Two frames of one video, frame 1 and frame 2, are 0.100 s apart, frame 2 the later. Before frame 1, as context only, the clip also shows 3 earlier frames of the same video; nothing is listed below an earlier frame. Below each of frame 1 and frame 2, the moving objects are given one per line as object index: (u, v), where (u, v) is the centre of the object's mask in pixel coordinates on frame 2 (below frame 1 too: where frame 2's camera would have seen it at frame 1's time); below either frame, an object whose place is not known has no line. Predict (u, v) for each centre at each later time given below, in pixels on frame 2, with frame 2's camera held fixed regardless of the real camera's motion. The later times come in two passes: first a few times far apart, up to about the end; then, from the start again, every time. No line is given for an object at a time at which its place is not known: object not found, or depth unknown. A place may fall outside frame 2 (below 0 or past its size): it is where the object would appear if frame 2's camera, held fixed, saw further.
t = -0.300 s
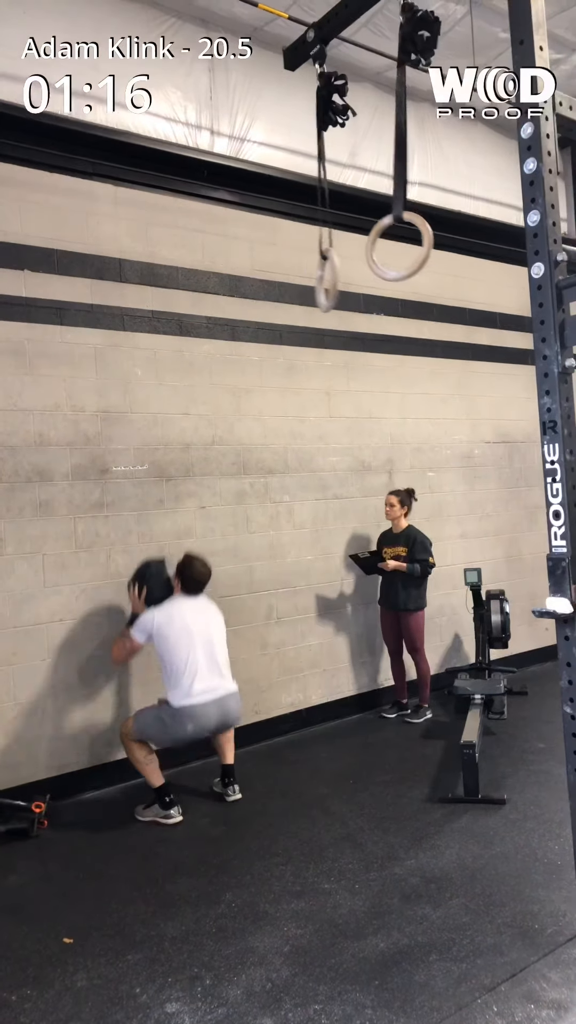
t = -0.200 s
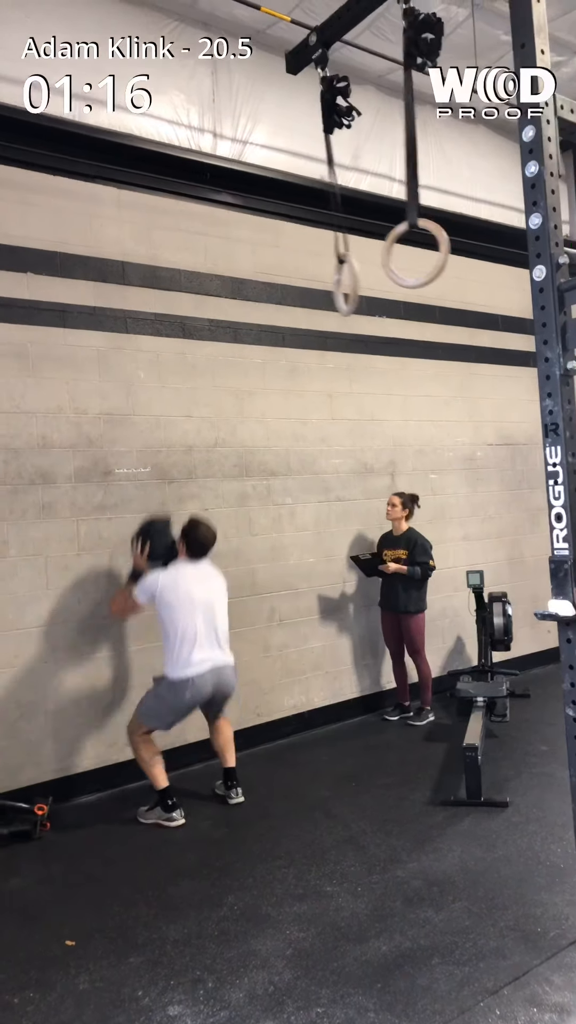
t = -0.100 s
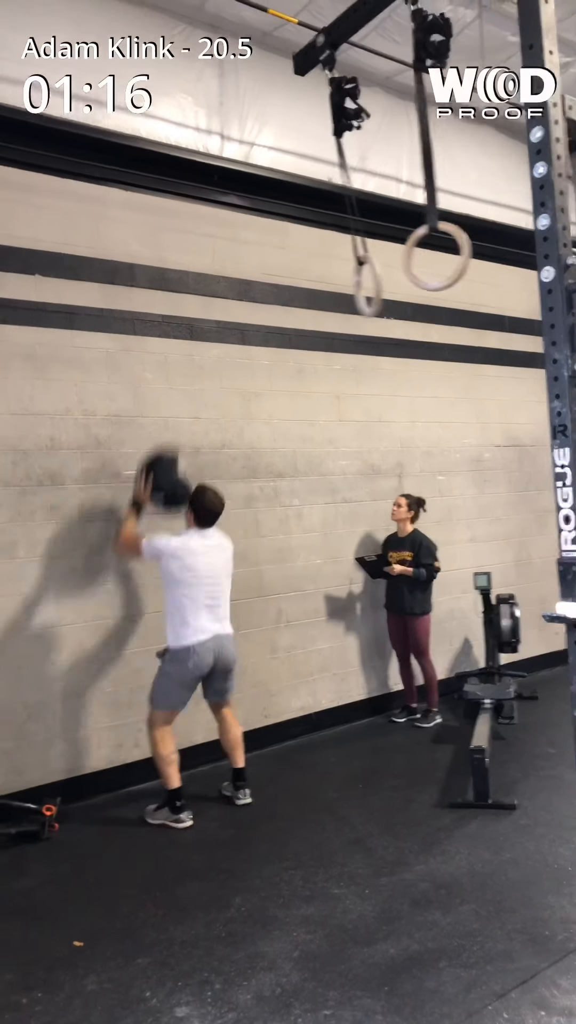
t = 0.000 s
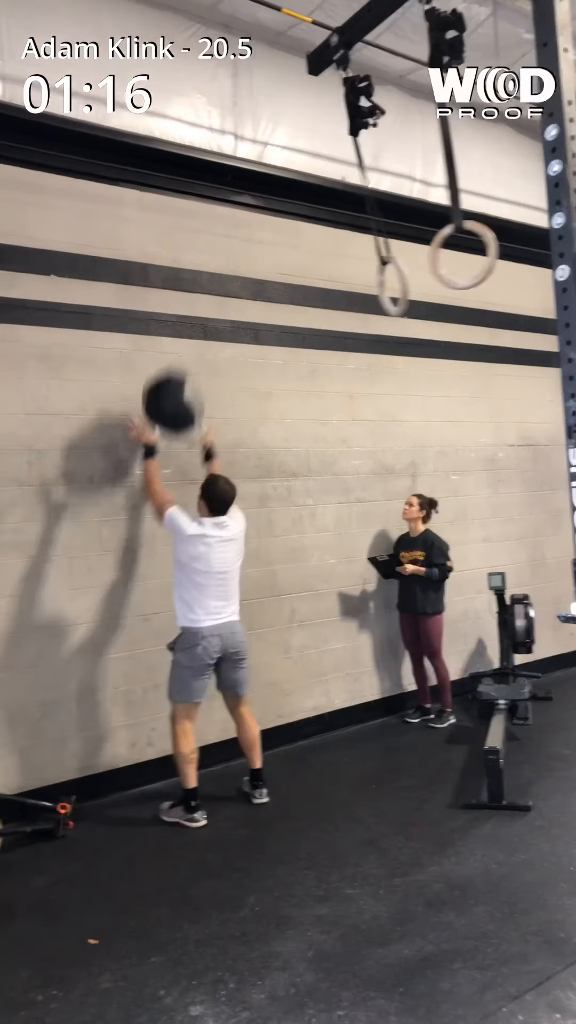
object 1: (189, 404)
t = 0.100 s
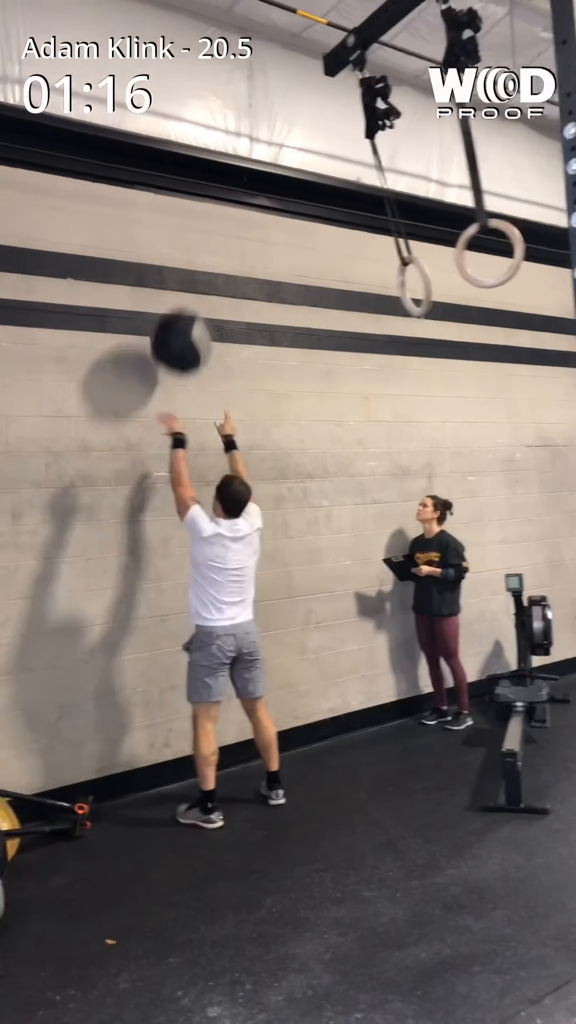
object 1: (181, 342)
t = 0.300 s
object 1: (167, 268)
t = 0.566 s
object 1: (169, 269)
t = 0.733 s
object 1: (178, 325)
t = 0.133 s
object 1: (178, 325)
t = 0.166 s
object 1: (176, 311)
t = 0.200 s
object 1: (174, 298)
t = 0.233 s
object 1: (171, 287)
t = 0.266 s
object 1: (168, 276)
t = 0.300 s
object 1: (167, 268)
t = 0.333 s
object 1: (165, 263)
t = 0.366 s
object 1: (163, 259)
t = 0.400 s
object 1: (163, 258)
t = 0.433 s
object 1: (162, 258)
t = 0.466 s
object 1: (164, 258)
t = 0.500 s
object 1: (166, 260)
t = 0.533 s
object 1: (167, 264)
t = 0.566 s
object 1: (169, 269)
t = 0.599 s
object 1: (170, 276)
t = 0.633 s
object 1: (172, 286)
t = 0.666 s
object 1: (174, 298)
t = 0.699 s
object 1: (176, 311)
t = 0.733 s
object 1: (178, 325)
